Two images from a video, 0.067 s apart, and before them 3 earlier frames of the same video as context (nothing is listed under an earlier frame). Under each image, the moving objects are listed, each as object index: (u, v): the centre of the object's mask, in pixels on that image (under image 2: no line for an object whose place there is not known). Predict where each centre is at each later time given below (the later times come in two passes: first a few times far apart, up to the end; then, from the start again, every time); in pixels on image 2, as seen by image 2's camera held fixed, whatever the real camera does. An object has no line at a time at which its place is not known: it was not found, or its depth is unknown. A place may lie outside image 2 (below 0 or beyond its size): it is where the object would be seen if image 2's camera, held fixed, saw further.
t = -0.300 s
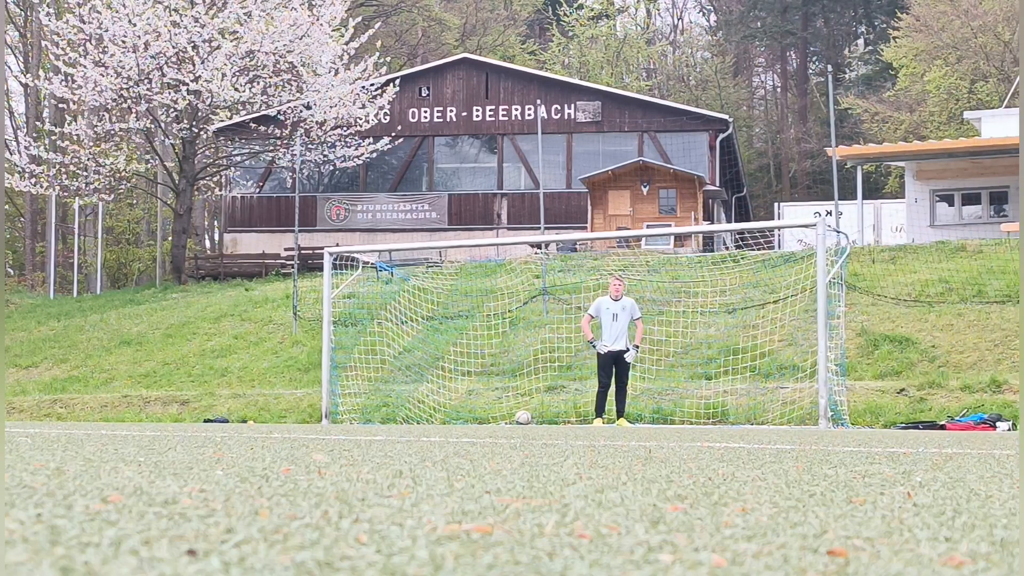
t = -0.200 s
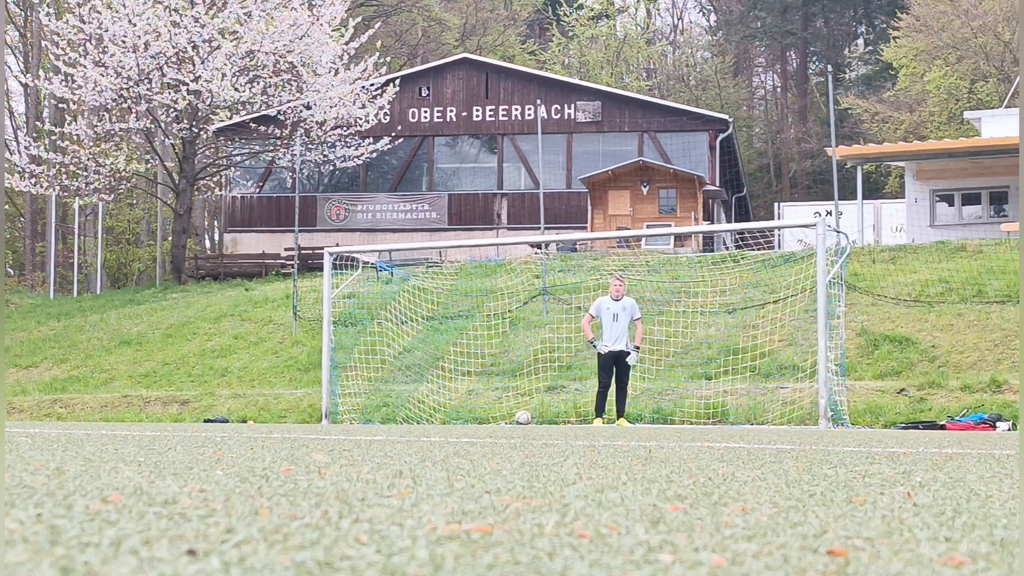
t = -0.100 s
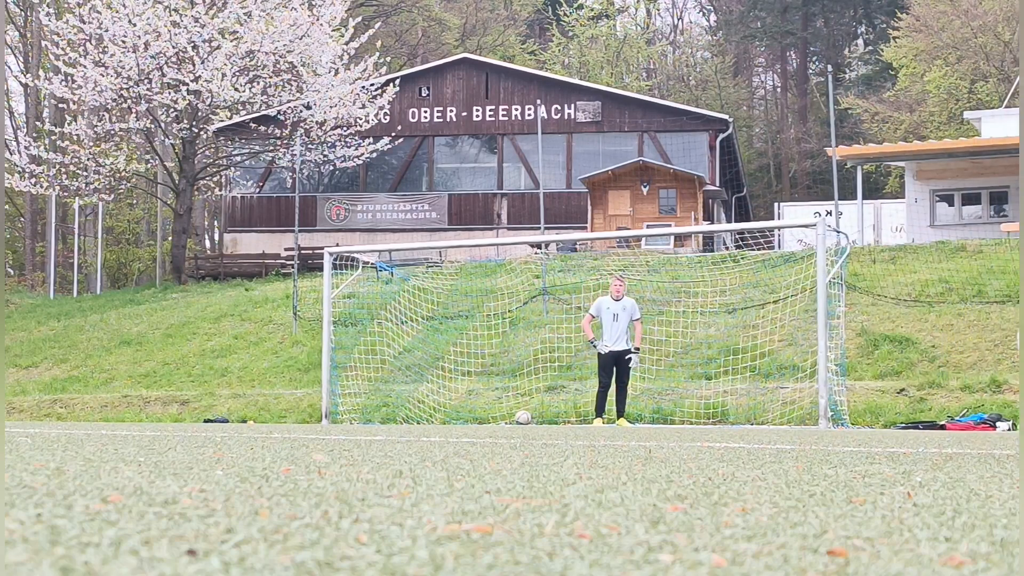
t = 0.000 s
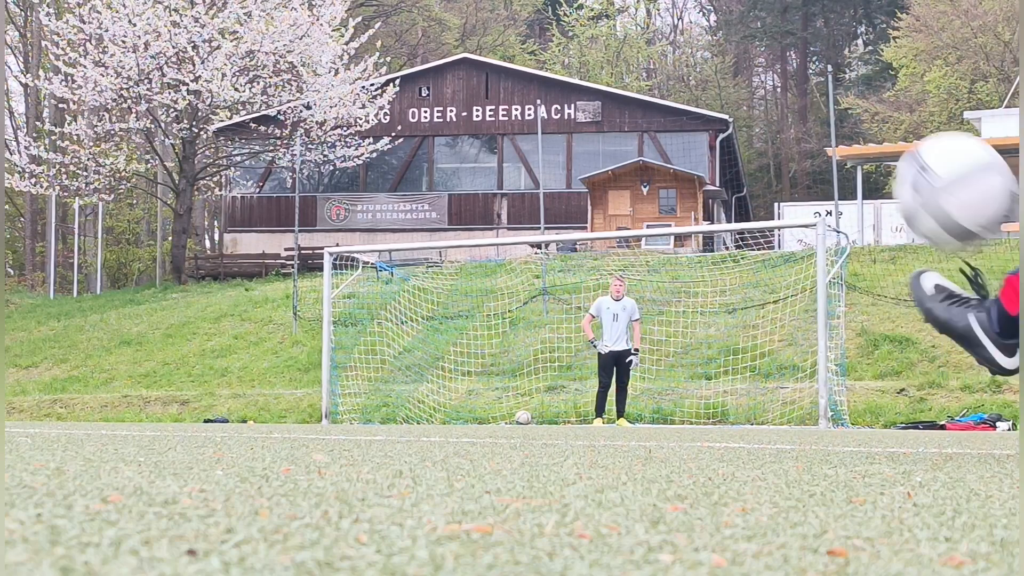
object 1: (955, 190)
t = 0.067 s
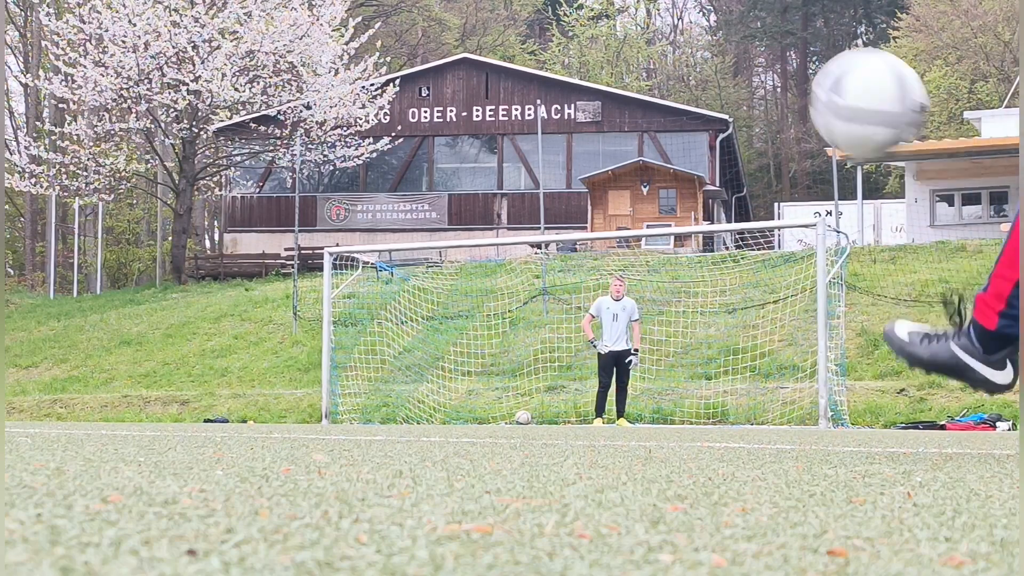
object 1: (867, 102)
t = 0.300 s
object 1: (623, 18)
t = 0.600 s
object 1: (400, 168)
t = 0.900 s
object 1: (277, 314)
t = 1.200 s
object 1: (241, 260)
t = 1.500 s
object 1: (204, 368)
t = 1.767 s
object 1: (173, 357)
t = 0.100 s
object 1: (829, 71)
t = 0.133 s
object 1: (790, 47)
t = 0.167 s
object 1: (754, 33)
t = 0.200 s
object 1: (720, 26)
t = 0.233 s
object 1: (686, 21)
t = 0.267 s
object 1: (653, 18)
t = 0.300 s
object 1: (623, 18)
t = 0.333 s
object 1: (594, 19)
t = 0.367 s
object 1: (566, 23)
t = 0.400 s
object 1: (540, 29)
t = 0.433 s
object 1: (515, 38)
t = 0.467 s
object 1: (490, 56)
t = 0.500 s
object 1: (467, 78)
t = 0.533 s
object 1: (443, 107)
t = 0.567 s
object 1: (421, 137)
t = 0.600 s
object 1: (400, 168)
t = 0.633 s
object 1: (379, 204)
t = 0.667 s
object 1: (359, 243)
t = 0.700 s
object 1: (339, 284)
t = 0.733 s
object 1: (321, 328)
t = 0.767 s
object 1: (302, 374)
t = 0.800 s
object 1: (289, 394)
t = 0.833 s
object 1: (285, 364)
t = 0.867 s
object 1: (281, 338)
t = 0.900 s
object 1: (277, 314)
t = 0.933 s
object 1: (273, 295)
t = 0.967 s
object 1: (269, 278)
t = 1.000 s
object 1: (265, 265)
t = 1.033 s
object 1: (262, 255)
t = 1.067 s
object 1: (257, 250)
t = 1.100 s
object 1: (253, 247)
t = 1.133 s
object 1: (249, 248)
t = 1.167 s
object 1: (245, 252)
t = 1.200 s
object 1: (241, 260)
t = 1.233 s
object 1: (237, 272)
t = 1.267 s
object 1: (233, 286)
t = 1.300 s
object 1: (229, 304)
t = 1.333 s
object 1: (225, 324)
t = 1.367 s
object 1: (221, 348)
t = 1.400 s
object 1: (217, 375)
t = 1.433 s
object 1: (212, 402)
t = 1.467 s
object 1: (208, 384)
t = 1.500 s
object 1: (204, 368)
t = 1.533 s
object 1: (200, 355)
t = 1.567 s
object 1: (197, 346)
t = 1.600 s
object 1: (193, 340)
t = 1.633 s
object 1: (189, 337)
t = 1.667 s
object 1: (185, 338)
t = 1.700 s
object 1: (182, 341)
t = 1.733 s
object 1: (177, 347)
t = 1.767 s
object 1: (173, 357)
